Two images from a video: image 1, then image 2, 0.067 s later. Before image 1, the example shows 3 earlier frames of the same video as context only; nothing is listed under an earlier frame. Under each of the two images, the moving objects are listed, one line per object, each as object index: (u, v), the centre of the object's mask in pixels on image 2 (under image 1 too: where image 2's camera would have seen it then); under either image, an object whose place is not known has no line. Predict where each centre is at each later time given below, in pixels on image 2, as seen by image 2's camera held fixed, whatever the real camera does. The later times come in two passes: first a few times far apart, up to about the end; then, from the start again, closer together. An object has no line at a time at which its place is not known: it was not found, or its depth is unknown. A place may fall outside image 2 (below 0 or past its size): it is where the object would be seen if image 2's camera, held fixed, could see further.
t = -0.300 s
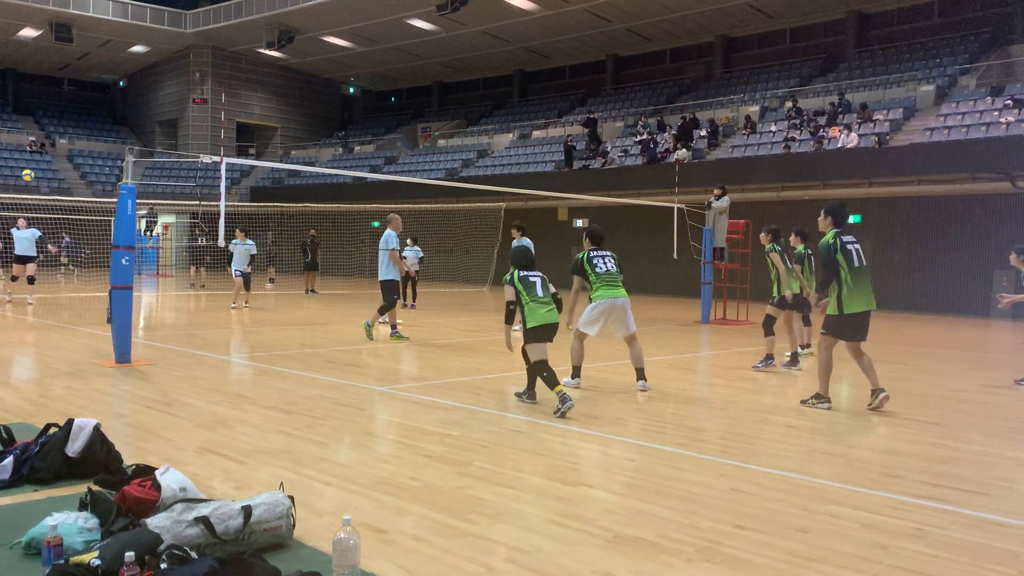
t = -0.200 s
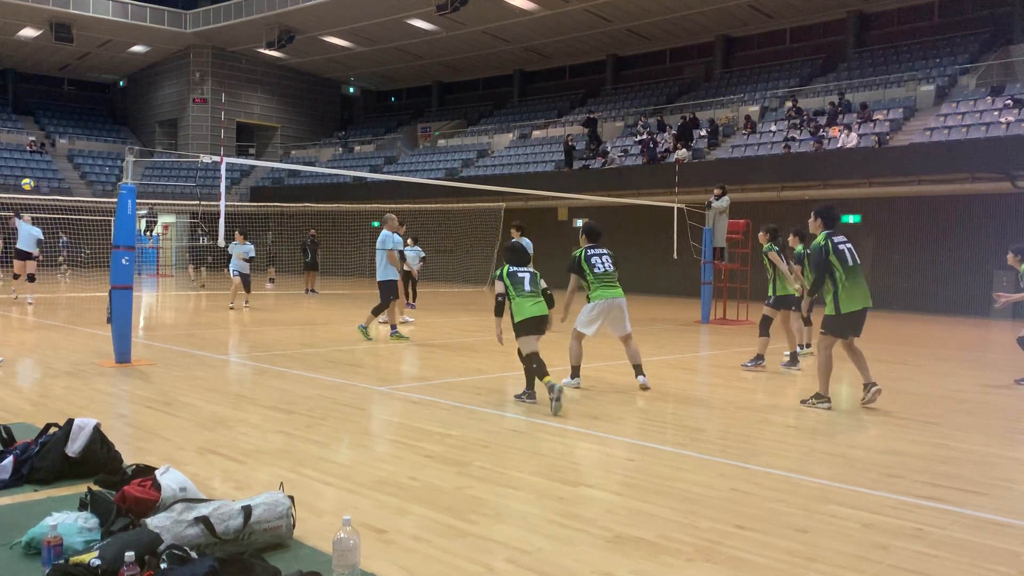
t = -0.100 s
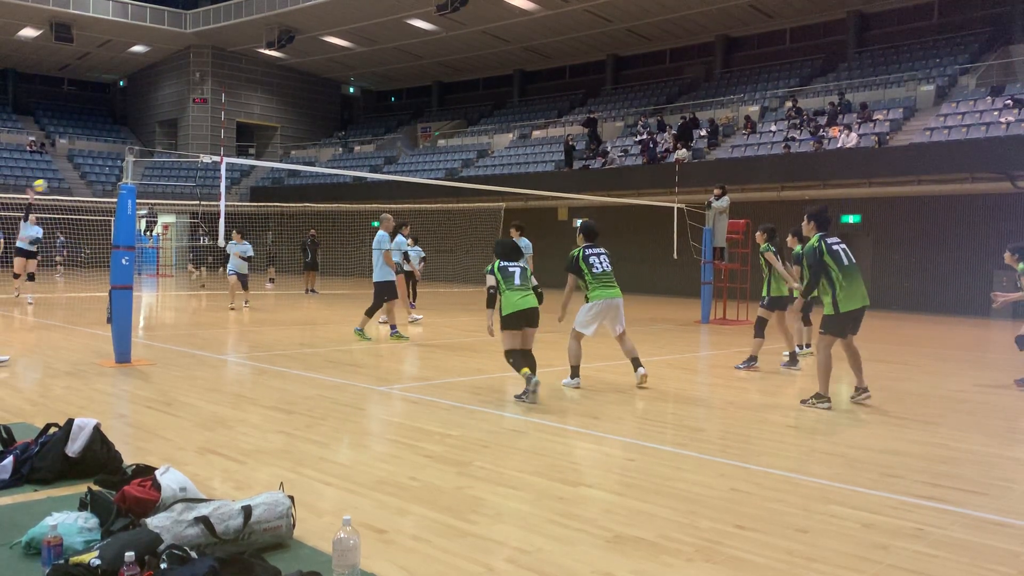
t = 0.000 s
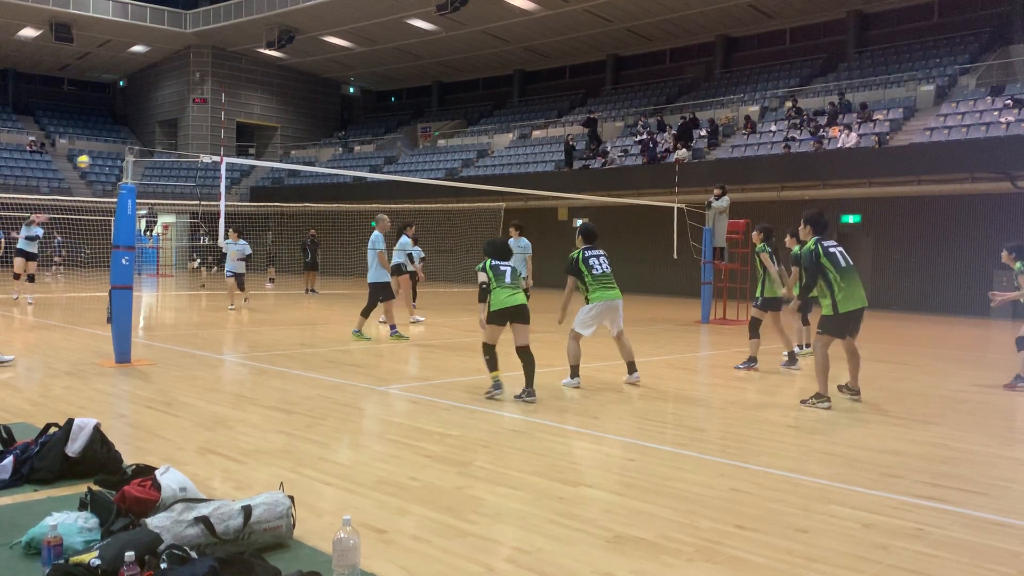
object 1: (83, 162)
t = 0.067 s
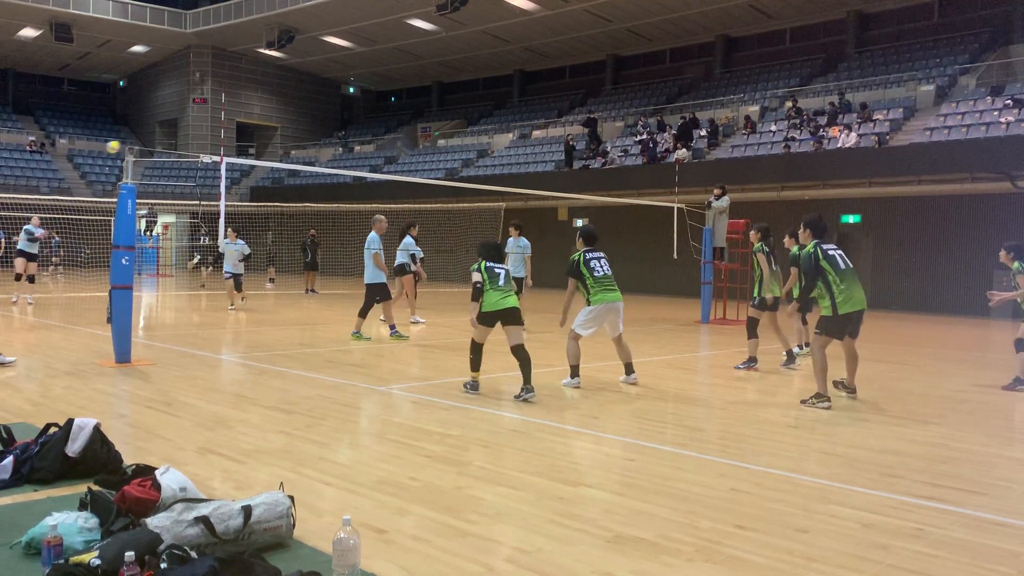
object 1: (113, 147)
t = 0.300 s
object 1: (224, 108)
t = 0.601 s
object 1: (388, 104)
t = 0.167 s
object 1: (159, 127)
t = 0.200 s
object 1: (174, 121)
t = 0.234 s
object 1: (190, 116)
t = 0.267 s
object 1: (206, 111)
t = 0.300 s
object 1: (224, 108)
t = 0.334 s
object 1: (240, 104)
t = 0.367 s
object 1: (258, 102)
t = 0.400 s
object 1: (275, 100)
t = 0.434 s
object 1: (293, 99)
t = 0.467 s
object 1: (311, 99)
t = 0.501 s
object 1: (330, 99)
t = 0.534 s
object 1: (348, 100)
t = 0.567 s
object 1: (368, 102)
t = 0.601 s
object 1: (388, 104)
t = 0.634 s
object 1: (408, 108)
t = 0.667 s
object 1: (428, 112)
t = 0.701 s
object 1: (449, 117)
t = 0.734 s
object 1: (469, 121)
